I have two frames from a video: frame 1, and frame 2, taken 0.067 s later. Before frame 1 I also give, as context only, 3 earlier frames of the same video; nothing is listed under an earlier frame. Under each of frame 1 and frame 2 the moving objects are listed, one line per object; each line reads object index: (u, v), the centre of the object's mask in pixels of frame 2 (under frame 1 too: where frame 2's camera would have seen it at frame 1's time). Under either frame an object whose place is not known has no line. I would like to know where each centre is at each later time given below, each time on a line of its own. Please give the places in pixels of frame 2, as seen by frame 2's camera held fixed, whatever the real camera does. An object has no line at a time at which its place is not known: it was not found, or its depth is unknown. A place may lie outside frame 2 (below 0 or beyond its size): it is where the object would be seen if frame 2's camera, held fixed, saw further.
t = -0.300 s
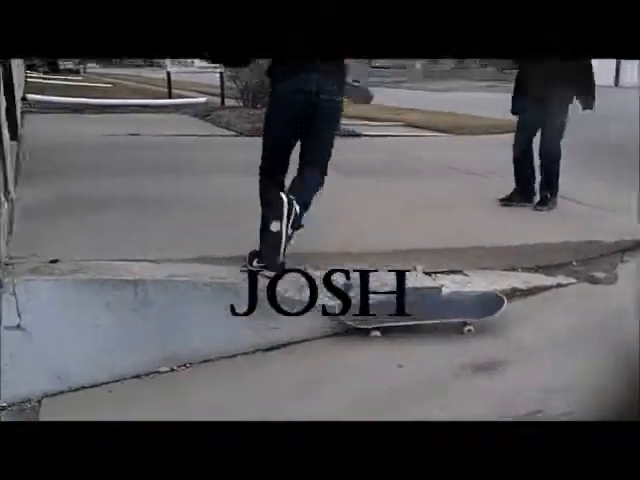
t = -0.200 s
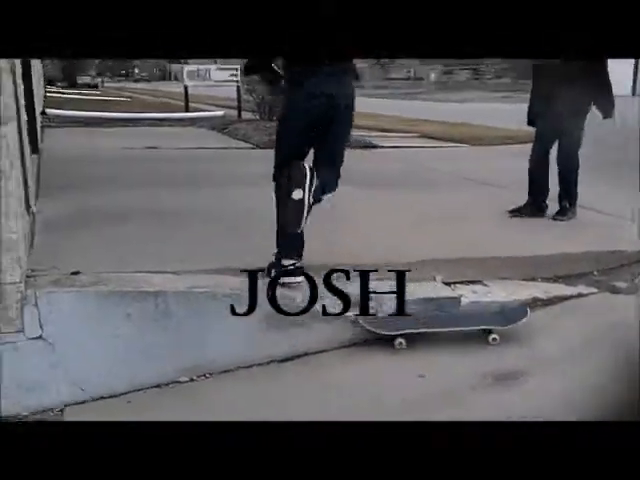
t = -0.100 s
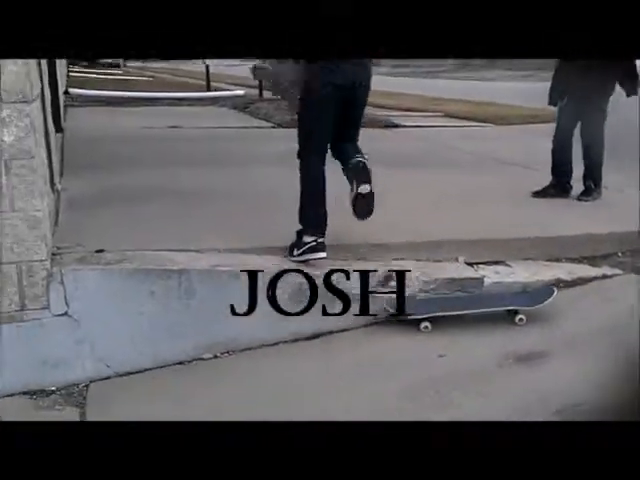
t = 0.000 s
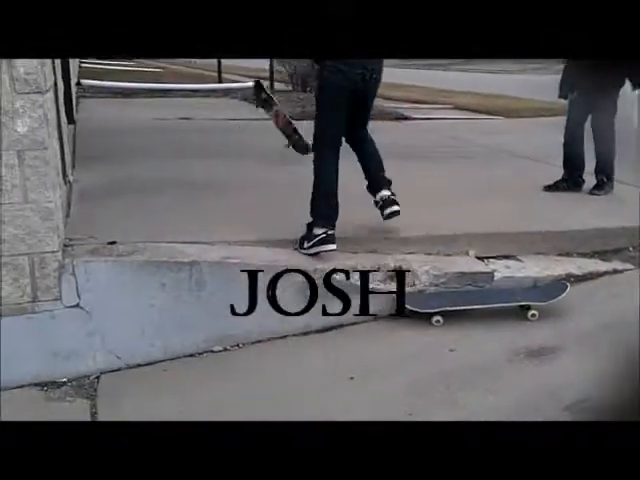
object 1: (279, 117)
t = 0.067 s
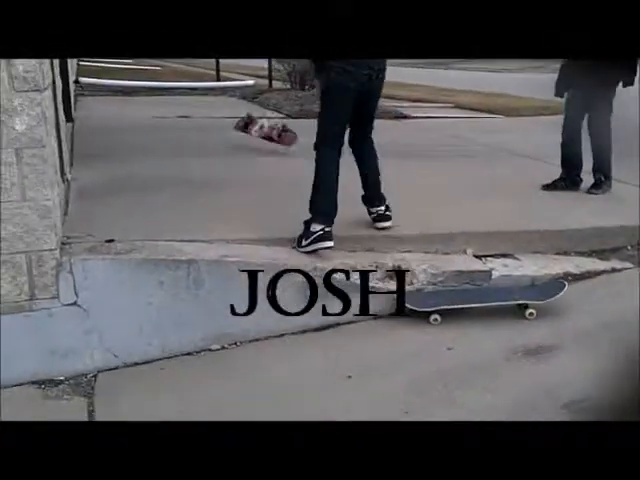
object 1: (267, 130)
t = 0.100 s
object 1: (255, 134)
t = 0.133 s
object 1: (251, 128)
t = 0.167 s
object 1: (247, 123)
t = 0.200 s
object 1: (248, 127)
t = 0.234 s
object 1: (245, 118)
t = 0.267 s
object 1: (242, 110)
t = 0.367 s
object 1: (237, 106)
